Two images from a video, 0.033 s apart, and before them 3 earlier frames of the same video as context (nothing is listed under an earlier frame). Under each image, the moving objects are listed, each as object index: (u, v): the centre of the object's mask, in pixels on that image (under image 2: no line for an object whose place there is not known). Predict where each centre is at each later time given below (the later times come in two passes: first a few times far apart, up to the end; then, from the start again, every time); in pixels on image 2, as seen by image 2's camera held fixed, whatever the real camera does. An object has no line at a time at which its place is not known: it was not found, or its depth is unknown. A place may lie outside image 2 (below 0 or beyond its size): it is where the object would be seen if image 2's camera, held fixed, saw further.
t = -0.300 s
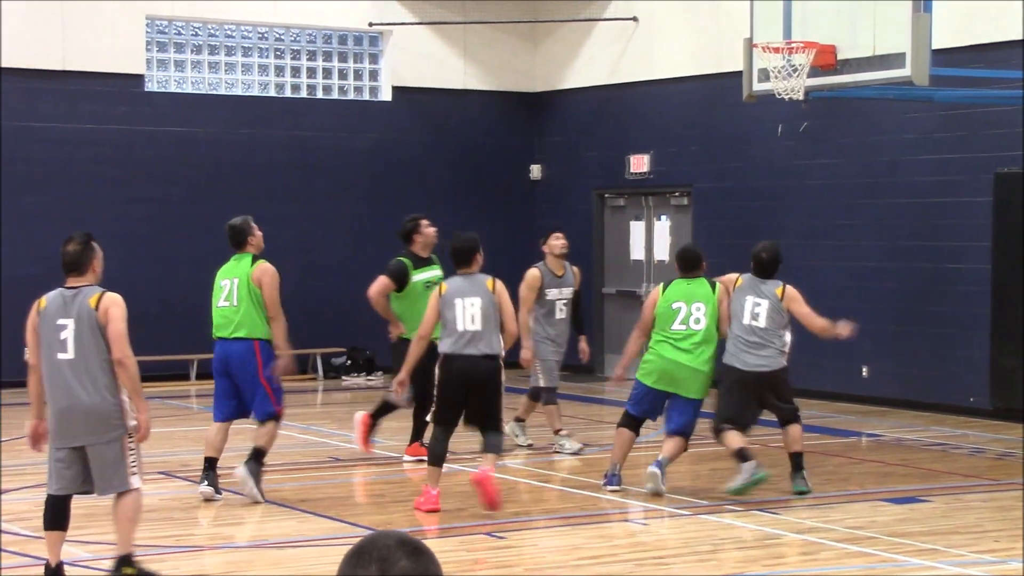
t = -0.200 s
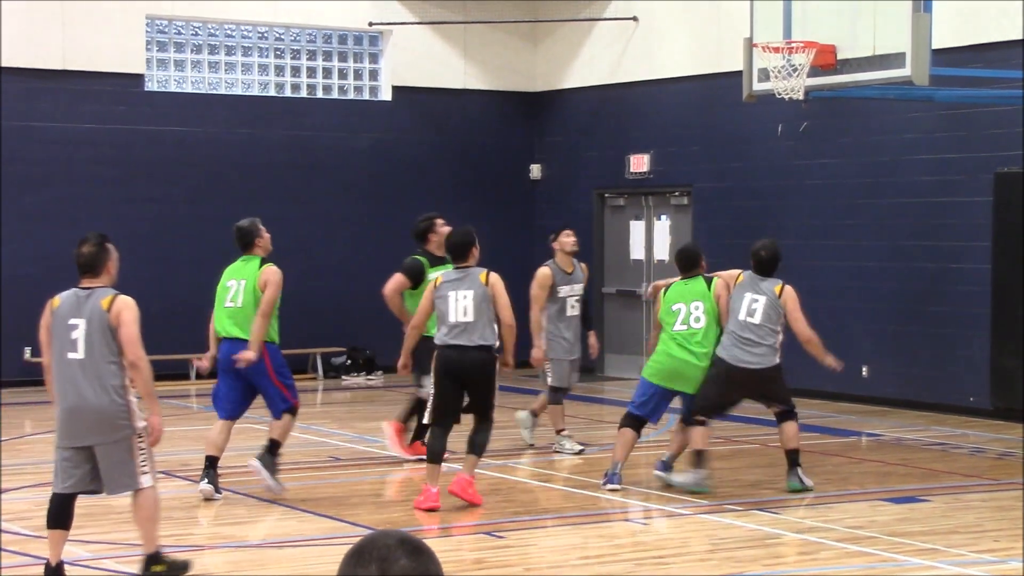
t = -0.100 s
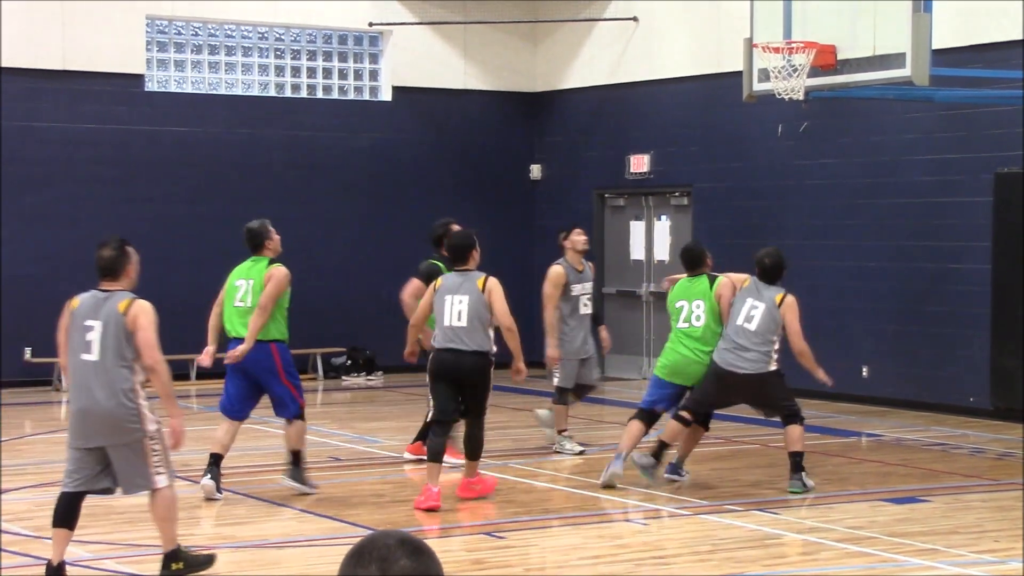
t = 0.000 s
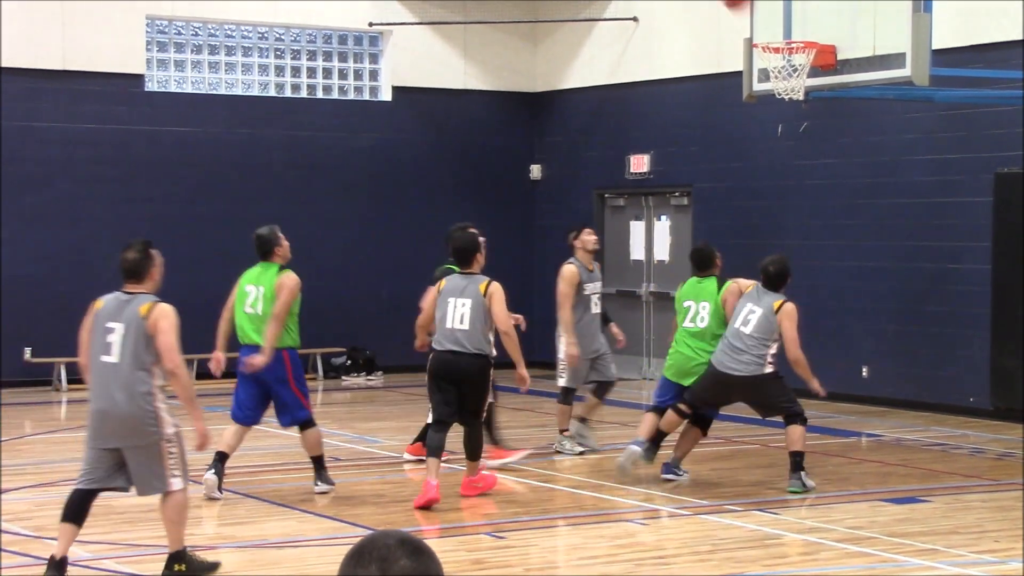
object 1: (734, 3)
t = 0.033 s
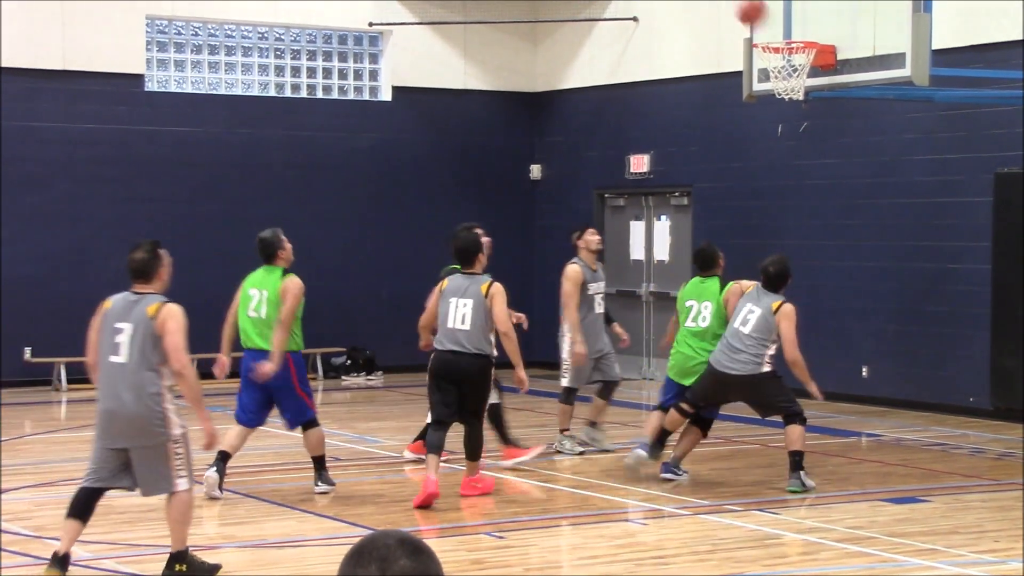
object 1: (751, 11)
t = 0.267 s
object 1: (807, 82)
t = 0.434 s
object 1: (808, 103)
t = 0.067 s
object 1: (765, 24)
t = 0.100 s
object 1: (779, 34)
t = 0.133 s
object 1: (792, 62)
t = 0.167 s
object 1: (795, 74)
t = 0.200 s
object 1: (800, 81)
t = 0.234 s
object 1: (802, 80)
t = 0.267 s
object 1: (807, 82)
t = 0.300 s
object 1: (809, 83)
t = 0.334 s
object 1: (810, 85)
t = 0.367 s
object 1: (809, 89)
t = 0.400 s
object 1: (808, 95)
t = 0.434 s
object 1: (808, 103)
